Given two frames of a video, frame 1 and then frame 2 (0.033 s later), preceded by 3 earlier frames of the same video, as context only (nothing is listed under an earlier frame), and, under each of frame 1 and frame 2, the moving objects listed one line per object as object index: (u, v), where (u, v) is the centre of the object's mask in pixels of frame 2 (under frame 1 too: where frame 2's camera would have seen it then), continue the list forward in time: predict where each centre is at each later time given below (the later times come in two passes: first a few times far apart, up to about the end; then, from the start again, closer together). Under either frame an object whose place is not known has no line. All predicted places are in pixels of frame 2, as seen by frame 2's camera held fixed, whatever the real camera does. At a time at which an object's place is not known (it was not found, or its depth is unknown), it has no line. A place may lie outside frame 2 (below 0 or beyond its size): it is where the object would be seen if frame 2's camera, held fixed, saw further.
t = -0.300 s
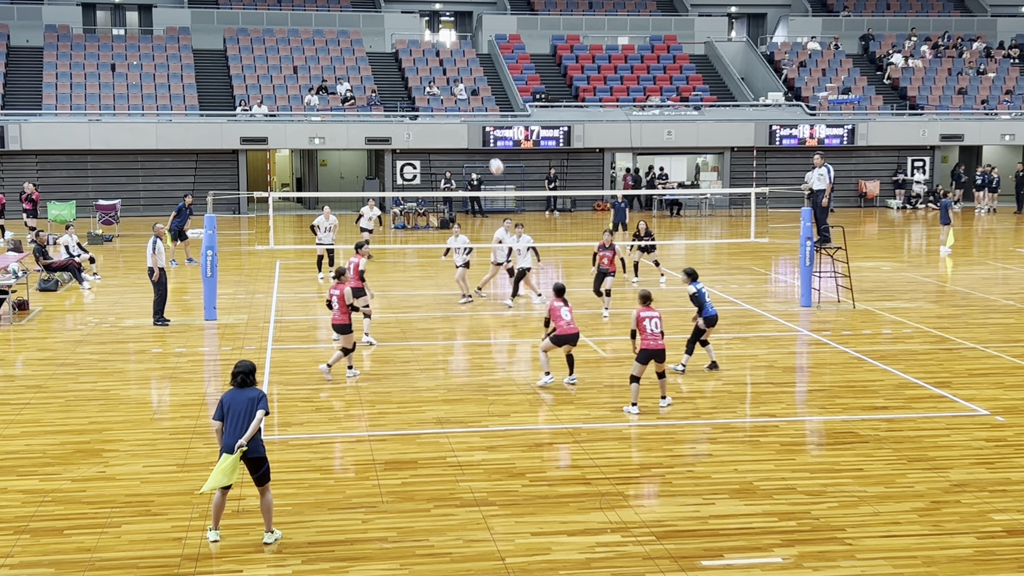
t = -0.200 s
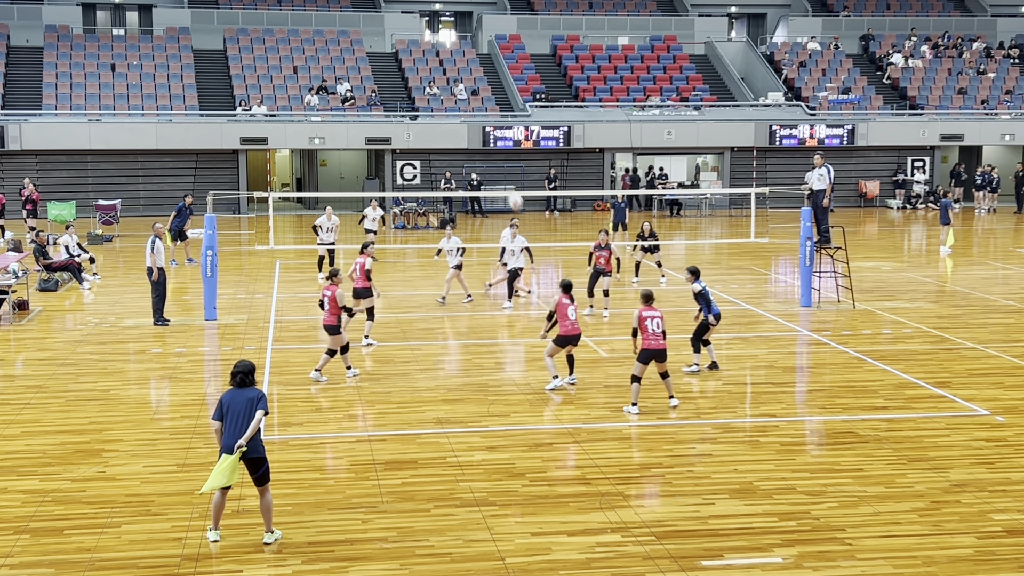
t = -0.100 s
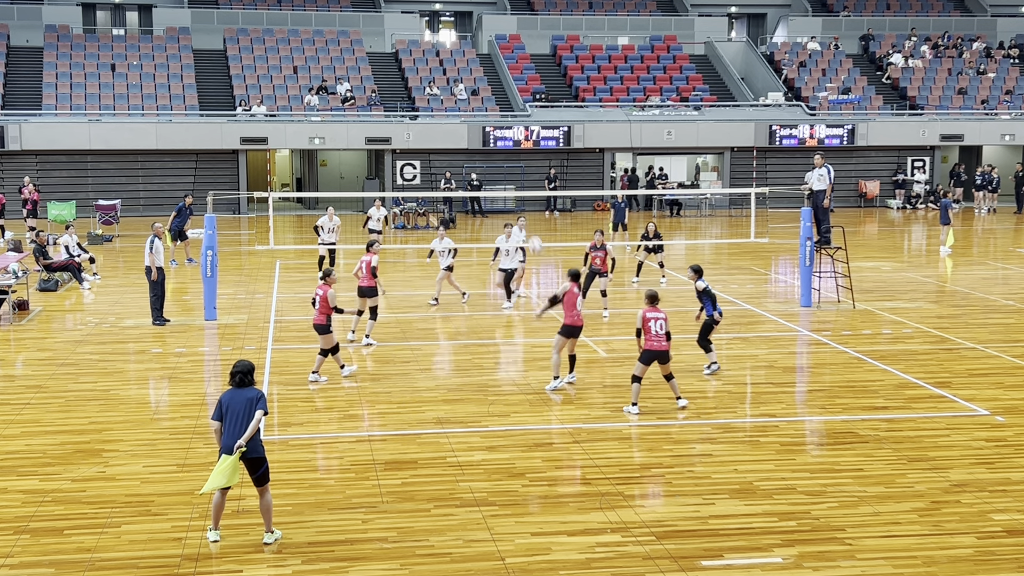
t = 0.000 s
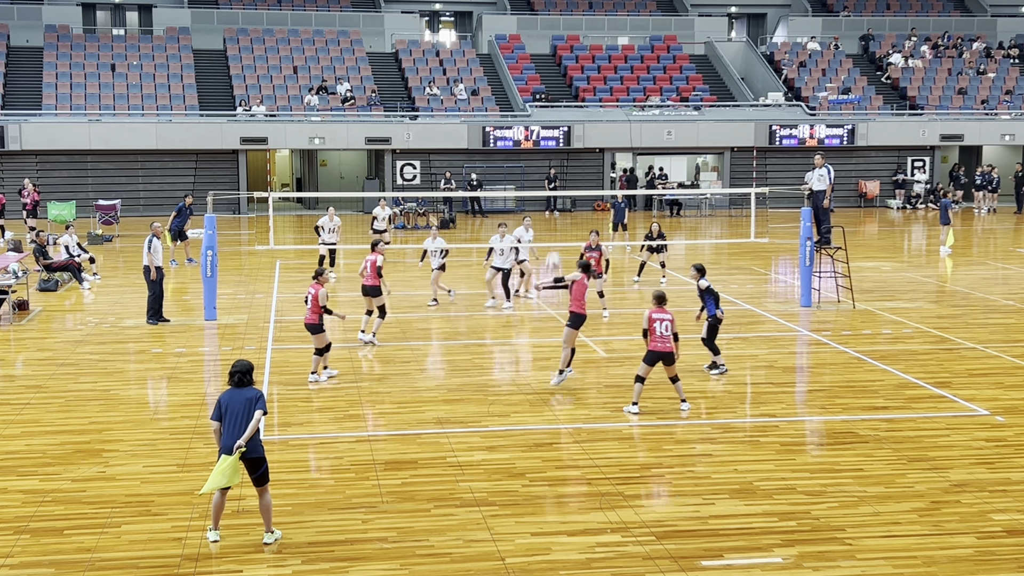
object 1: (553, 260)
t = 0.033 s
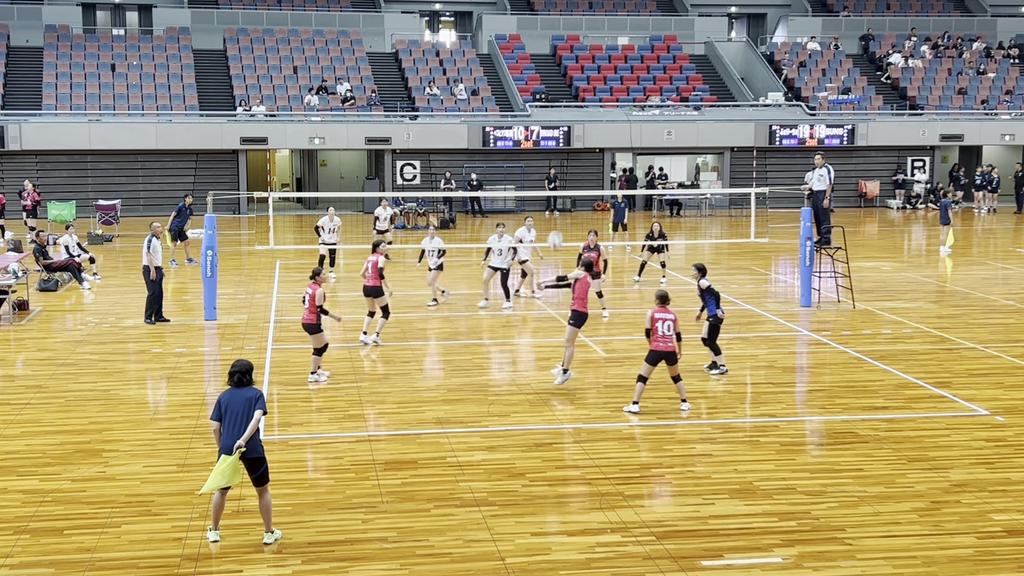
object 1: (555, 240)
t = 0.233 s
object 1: (566, 137)
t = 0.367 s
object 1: (572, 87)
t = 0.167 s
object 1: (562, 169)
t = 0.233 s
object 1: (566, 137)
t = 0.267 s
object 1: (567, 124)
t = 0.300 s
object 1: (569, 111)
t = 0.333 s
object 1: (570, 98)
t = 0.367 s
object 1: (572, 87)
